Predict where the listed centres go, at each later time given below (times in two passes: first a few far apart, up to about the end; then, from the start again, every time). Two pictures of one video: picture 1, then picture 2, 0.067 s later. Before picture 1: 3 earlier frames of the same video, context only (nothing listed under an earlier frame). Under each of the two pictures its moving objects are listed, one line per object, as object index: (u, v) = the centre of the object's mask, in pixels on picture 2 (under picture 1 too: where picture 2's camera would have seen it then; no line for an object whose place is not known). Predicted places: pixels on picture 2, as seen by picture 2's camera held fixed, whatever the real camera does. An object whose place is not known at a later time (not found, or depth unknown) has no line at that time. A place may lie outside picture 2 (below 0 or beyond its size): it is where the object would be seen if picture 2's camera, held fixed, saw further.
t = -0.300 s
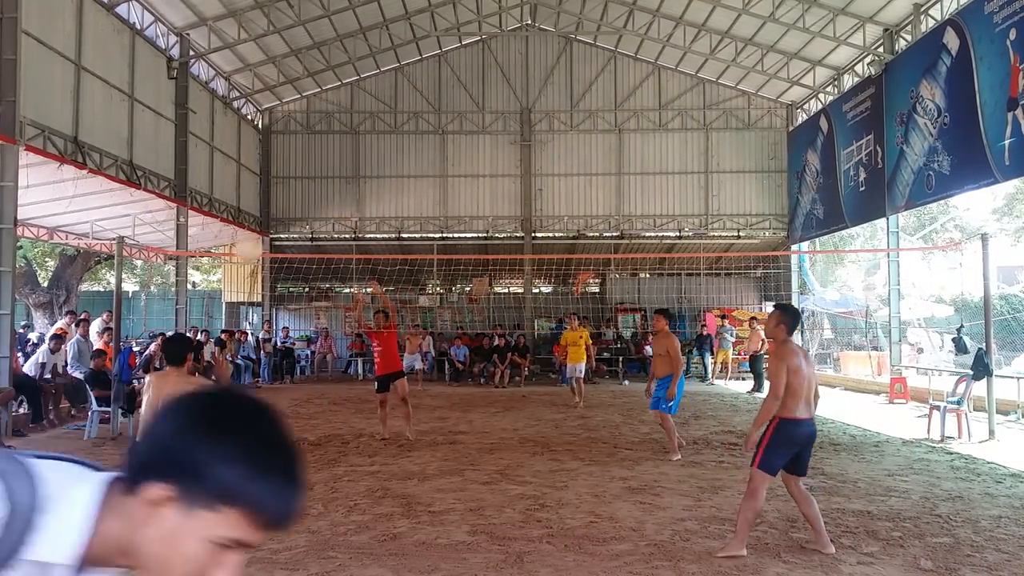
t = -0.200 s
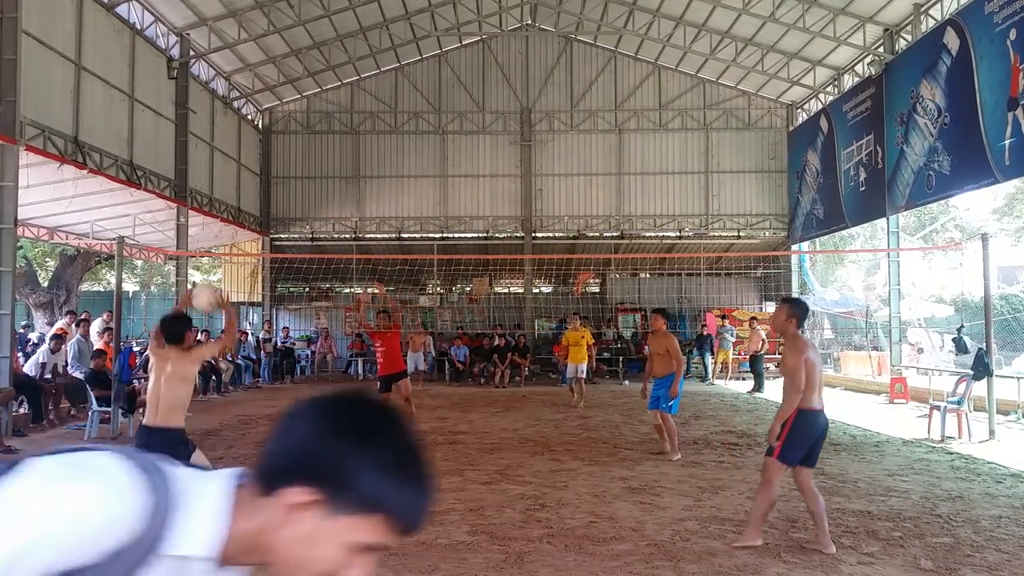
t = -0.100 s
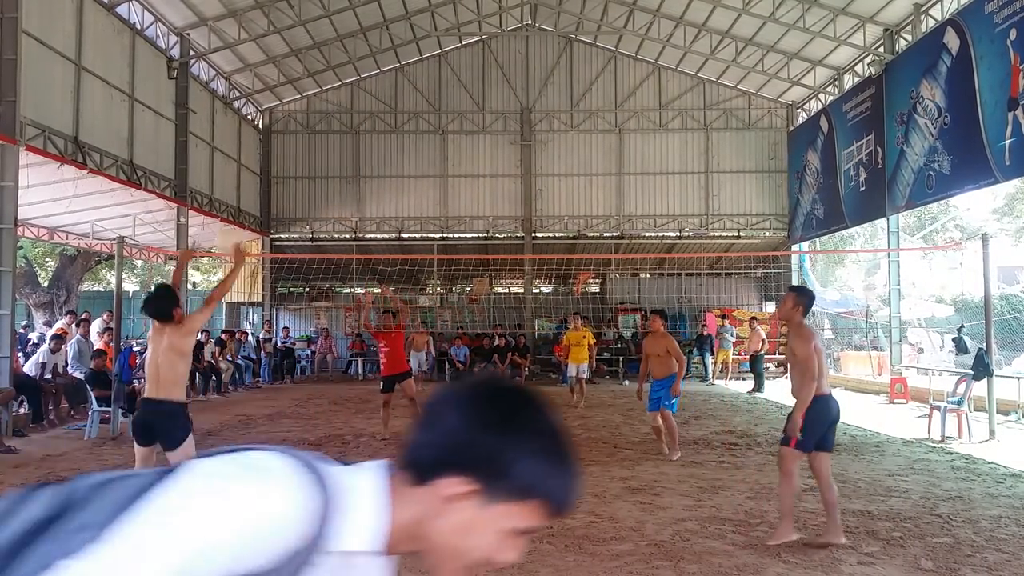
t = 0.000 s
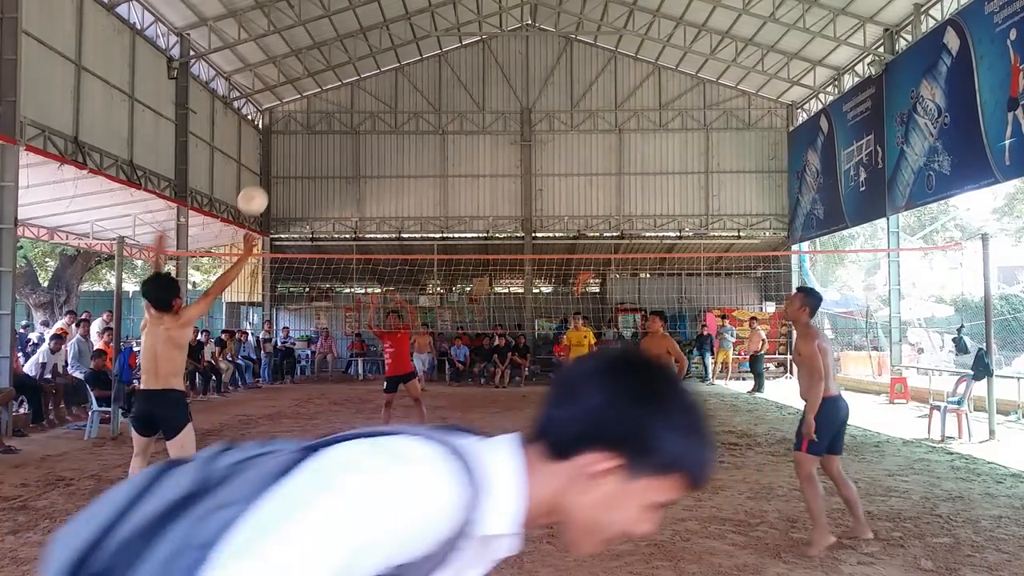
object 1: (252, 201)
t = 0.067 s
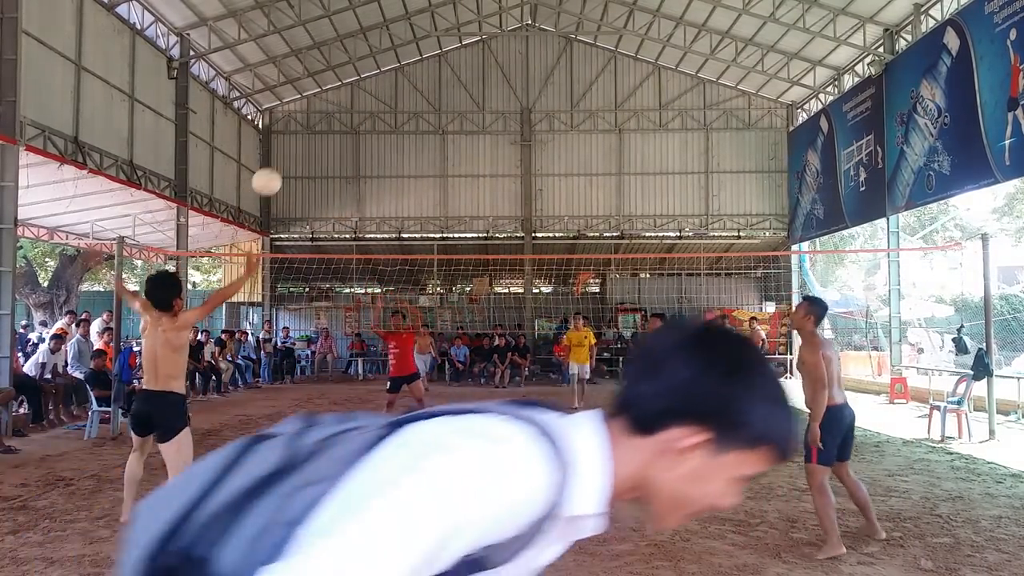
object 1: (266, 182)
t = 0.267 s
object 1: (304, 163)
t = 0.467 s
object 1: (334, 190)
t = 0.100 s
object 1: (273, 175)
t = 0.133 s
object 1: (280, 169)
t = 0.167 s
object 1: (286, 165)
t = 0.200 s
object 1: (292, 163)
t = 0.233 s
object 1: (298, 162)
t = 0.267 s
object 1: (304, 163)
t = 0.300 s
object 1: (309, 164)
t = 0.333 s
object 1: (314, 167)
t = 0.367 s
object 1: (320, 171)
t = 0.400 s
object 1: (324, 176)
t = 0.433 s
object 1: (329, 183)
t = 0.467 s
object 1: (334, 190)
